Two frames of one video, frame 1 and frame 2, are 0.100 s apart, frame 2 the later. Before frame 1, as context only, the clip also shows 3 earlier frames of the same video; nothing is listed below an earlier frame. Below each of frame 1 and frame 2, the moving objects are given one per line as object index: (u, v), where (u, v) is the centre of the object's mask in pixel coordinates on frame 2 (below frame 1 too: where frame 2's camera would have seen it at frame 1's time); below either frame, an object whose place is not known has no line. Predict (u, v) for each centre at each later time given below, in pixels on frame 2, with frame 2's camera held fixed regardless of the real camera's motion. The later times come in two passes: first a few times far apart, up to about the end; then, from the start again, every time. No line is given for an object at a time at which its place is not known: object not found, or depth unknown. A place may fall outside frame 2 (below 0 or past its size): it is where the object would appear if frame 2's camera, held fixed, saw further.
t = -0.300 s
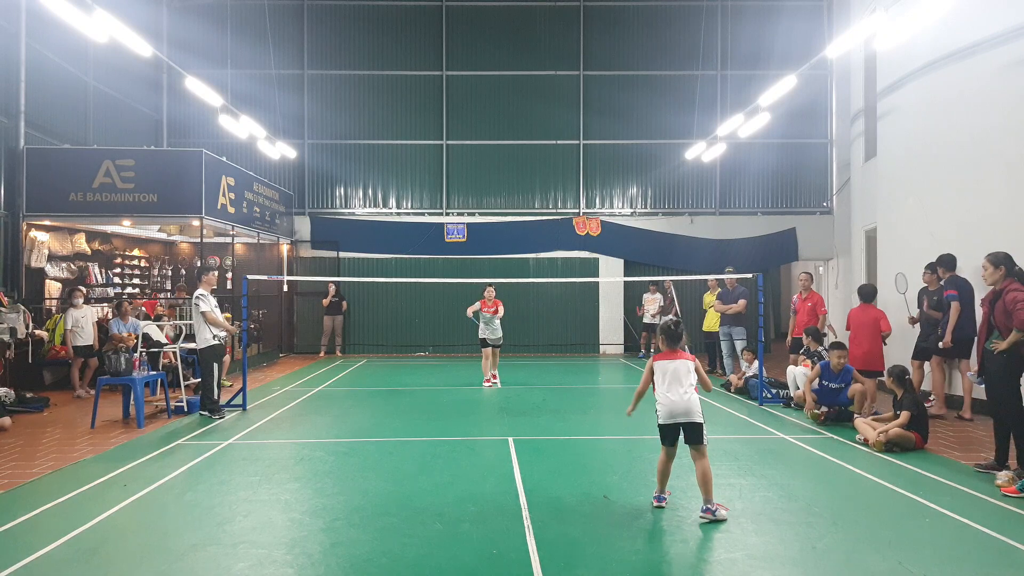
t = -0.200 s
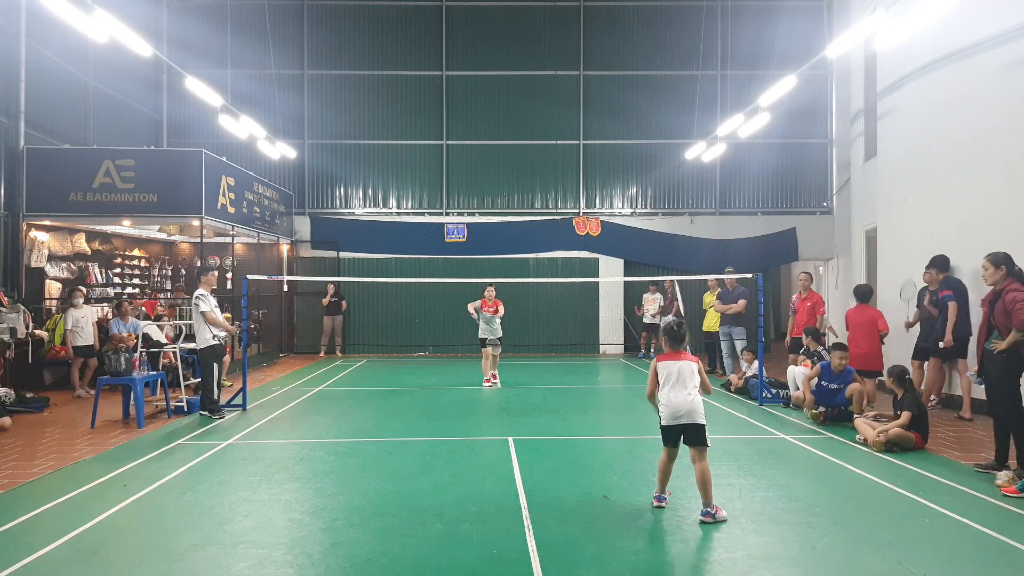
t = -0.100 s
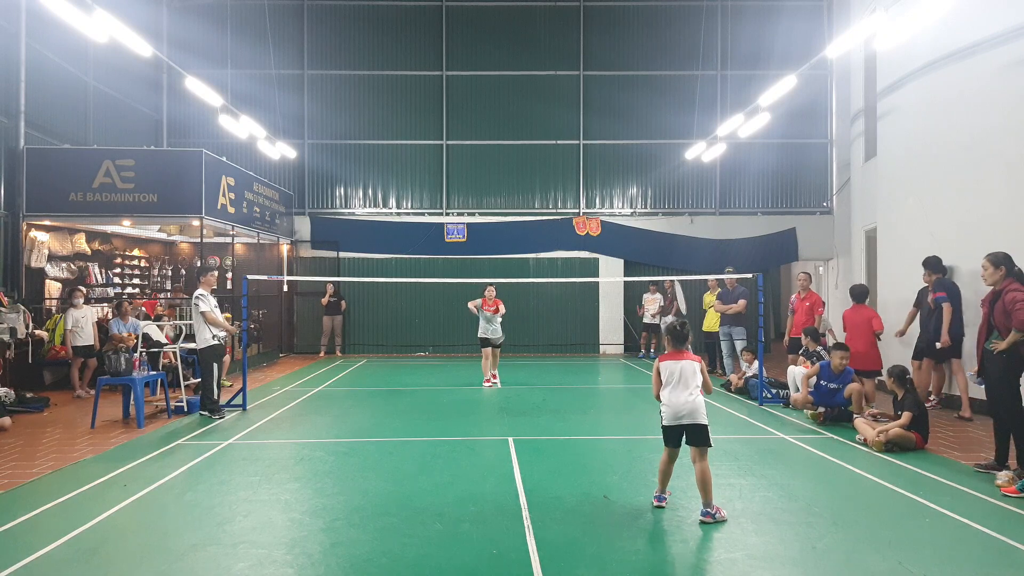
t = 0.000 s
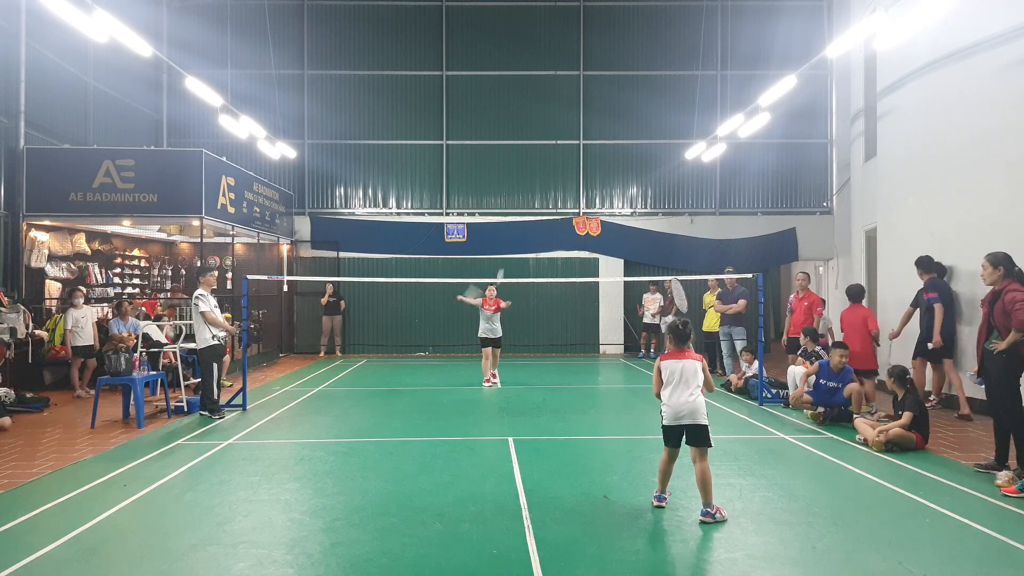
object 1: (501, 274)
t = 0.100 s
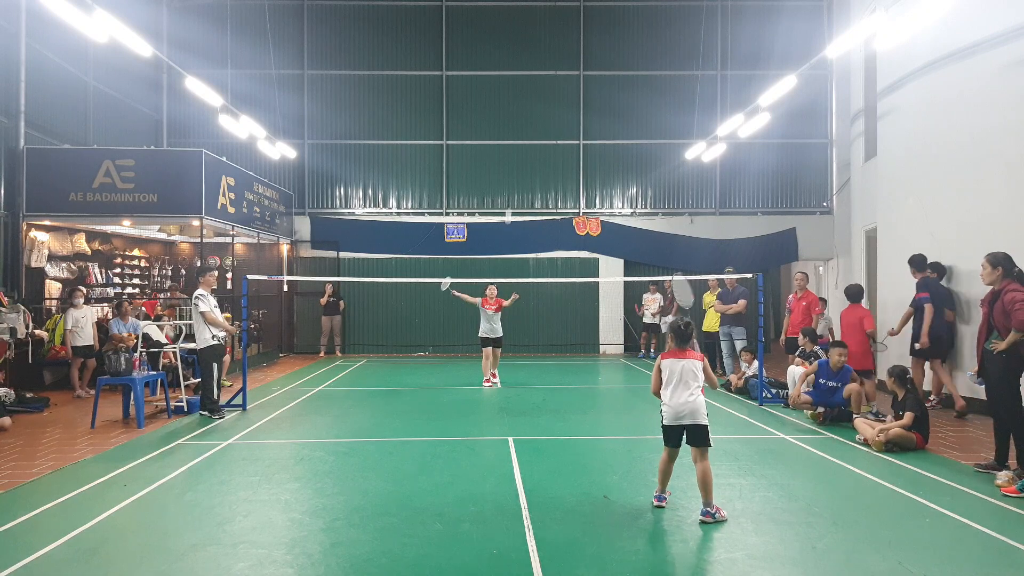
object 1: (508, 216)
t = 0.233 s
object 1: (516, 150)
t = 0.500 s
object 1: (530, 62)
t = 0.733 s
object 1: (542, 46)
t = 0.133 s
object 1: (510, 198)
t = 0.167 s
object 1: (512, 181)
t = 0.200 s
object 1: (514, 164)
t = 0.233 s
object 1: (516, 150)
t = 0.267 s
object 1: (518, 134)
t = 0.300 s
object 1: (519, 121)
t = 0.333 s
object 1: (521, 109)
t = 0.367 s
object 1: (523, 97)
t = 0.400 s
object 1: (525, 87)
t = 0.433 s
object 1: (526, 78)
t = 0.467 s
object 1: (528, 69)
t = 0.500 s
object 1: (530, 62)
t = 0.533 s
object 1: (532, 56)
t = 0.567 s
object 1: (534, 51)
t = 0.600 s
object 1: (535, 47)
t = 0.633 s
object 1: (537, 45)
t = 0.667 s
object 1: (539, 44)
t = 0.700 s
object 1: (540, 44)
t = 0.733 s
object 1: (542, 46)
